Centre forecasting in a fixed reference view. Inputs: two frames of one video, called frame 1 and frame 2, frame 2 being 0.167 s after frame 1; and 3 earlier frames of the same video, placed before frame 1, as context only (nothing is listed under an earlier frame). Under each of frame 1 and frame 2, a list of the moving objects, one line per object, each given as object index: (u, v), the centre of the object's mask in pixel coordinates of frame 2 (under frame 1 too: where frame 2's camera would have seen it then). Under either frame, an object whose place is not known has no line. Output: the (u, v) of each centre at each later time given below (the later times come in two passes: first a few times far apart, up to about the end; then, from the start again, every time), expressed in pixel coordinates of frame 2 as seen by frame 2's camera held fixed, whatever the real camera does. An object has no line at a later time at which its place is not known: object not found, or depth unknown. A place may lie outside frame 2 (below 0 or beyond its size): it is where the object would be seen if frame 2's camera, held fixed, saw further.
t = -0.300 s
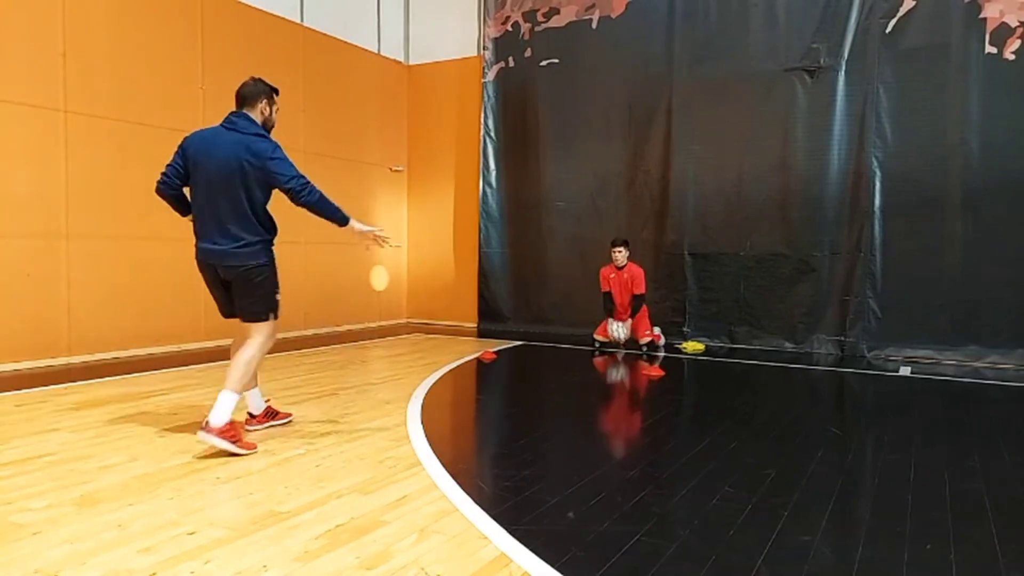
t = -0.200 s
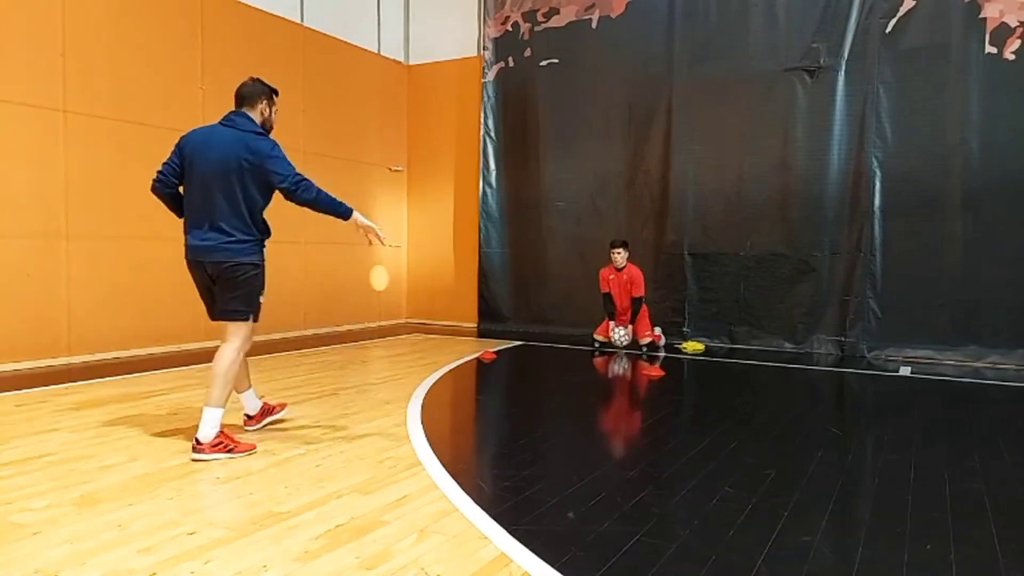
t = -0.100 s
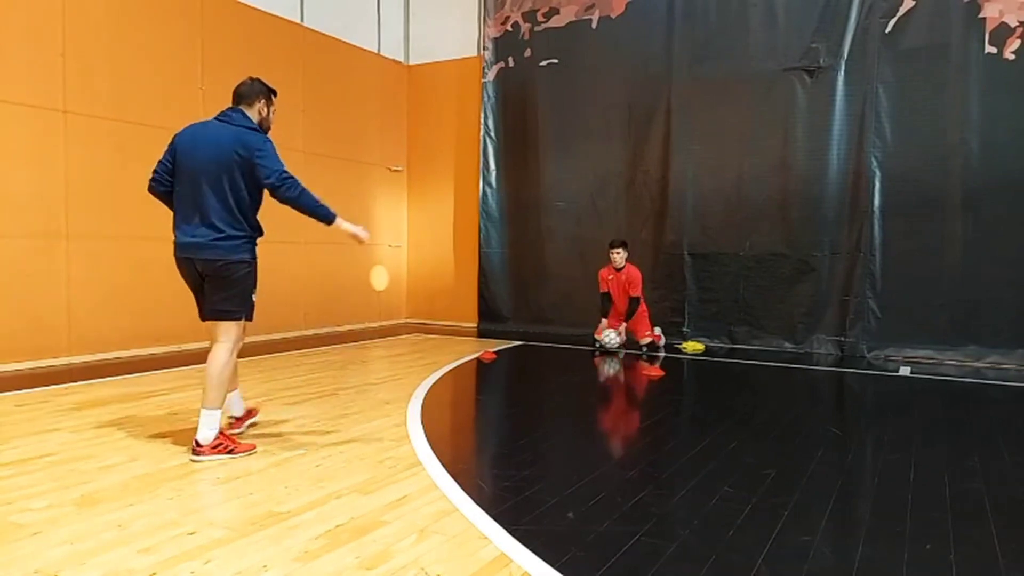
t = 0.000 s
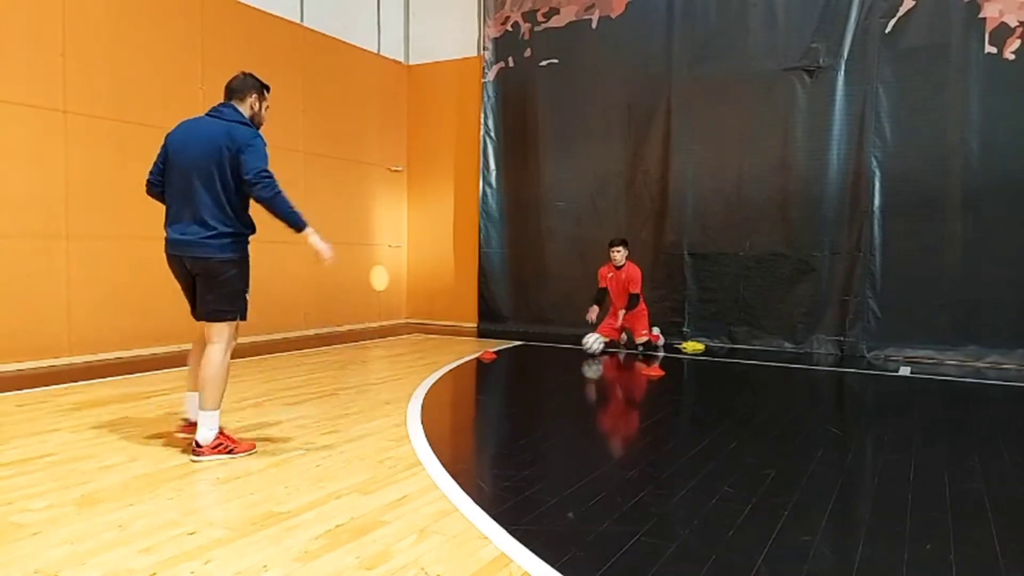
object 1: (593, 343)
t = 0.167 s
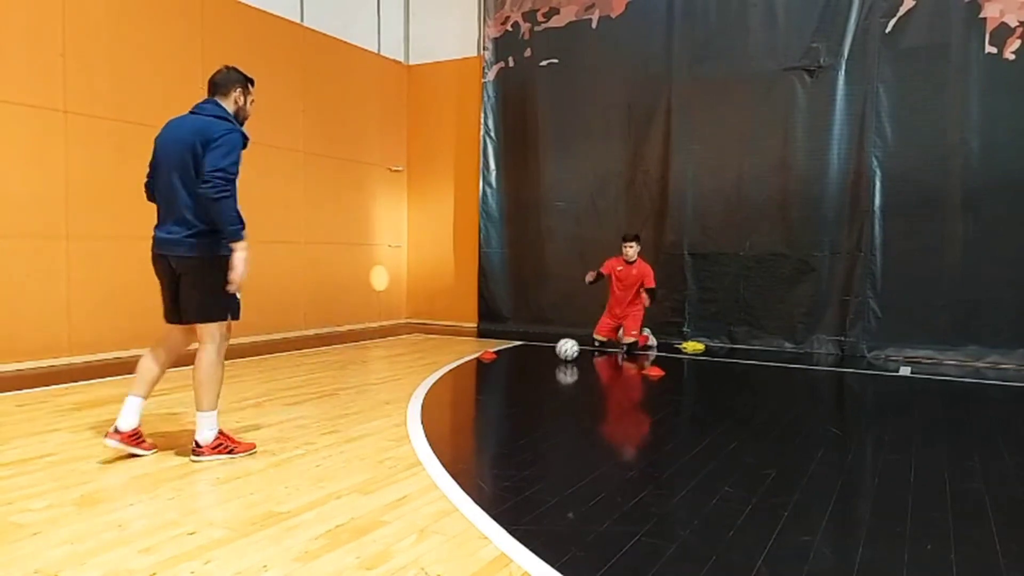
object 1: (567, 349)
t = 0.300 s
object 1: (547, 353)
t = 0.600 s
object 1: (498, 363)
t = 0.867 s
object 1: (446, 373)
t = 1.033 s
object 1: (407, 380)
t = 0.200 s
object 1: (563, 350)
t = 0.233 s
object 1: (558, 351)
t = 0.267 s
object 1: (553, 352)
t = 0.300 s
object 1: (547, 353)
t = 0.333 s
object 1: (542, 354)
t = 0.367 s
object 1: (537, 355)
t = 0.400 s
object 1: (532, 356)
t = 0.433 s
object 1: (527, 357)
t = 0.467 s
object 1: (521, 358)
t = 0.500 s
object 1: (516, 359)
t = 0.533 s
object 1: (510, 360)
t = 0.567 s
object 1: (504, 362)
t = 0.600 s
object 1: (498, 363)
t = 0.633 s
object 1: (492, 364)
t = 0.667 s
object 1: (486, 365)
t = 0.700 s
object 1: (480, 367)
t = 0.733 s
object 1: (474, 367)
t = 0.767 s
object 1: (467, 369)
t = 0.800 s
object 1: (461, 370)
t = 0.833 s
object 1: (453, 371)
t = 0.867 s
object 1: (446, 373)
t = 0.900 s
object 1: (438, 374)
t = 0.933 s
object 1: (430, 377)
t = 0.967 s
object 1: (422, 378)
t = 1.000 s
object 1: (415, 380)
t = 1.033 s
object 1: (407, 380)
